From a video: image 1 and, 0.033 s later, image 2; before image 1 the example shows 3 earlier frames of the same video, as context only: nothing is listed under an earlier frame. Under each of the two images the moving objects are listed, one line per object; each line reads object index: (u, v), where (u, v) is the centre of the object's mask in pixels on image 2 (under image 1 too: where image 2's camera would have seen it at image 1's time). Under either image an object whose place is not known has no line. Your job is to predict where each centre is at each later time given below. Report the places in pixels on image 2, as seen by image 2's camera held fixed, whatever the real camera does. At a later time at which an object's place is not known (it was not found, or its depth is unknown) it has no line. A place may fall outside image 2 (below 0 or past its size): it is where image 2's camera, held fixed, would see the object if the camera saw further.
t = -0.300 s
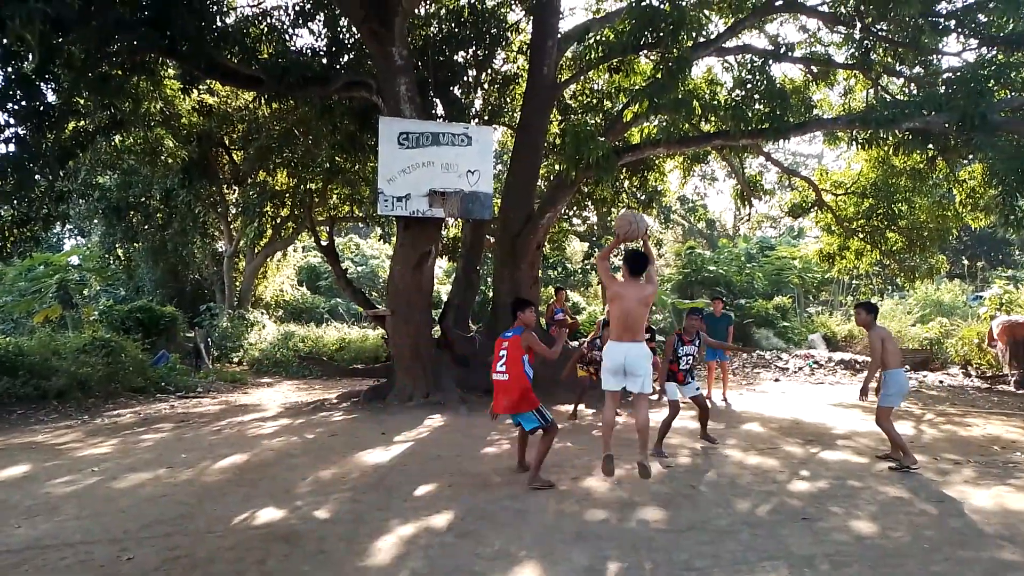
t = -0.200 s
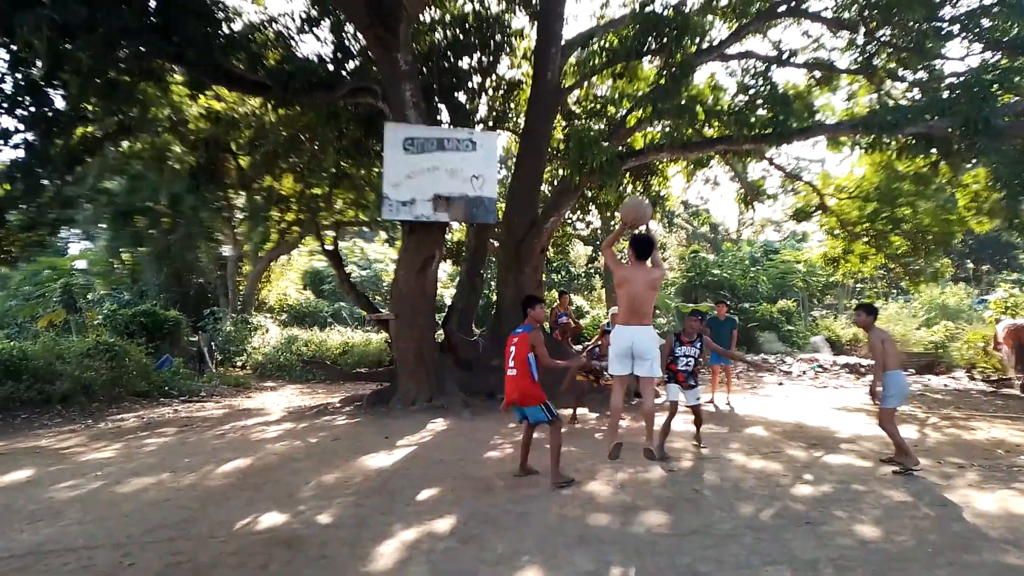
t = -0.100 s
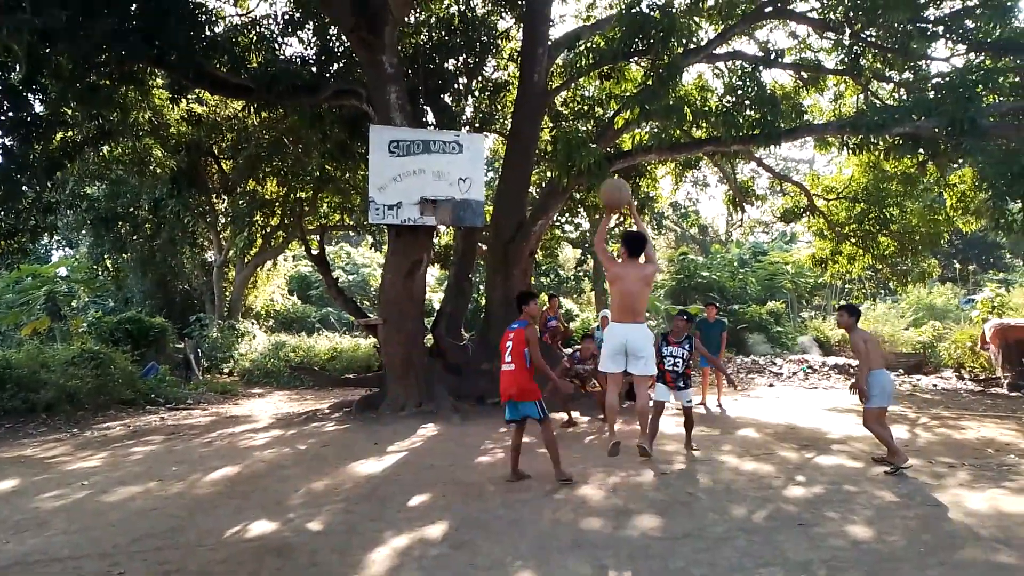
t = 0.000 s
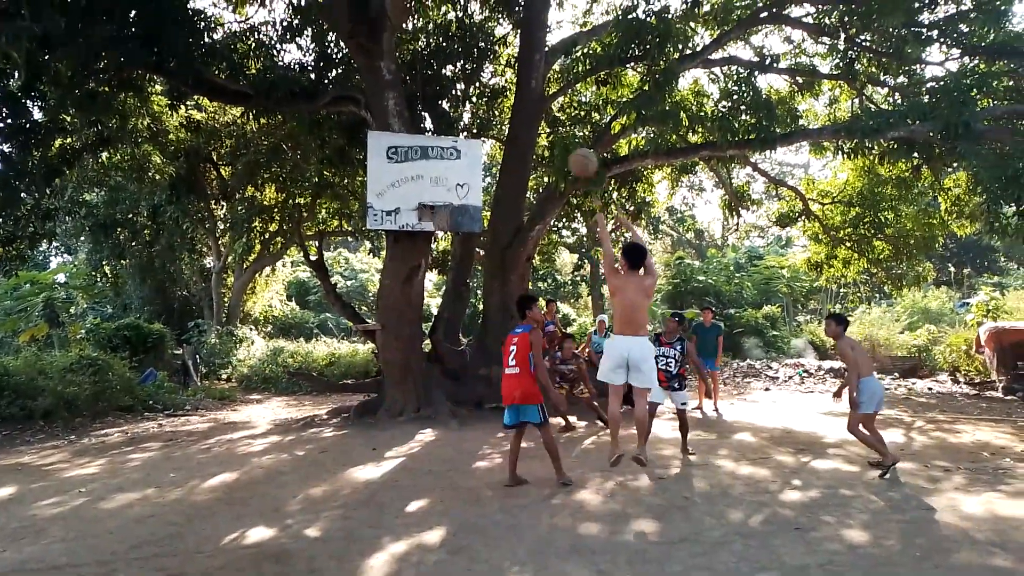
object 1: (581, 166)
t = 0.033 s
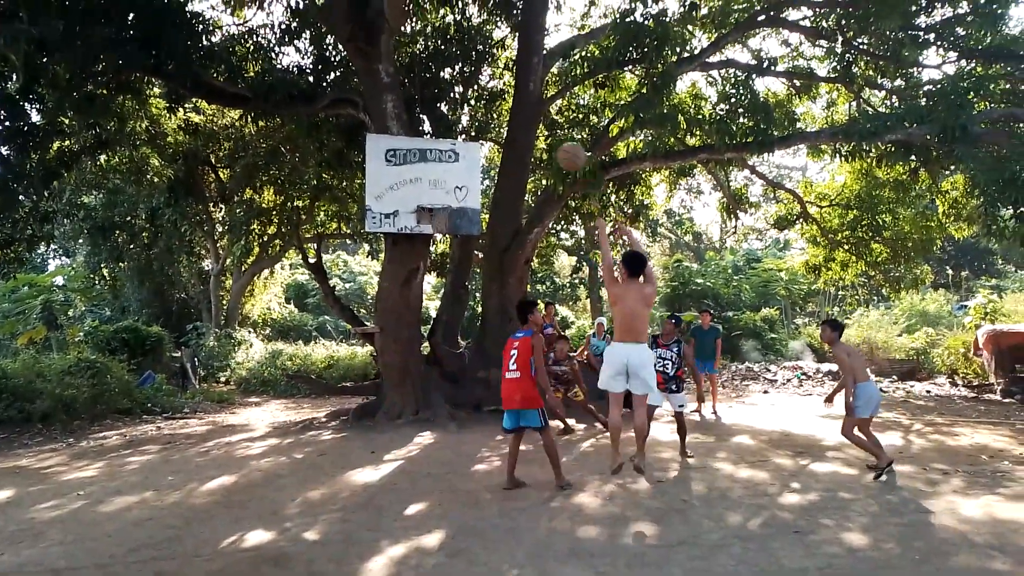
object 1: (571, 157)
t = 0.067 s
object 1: (561, 149)
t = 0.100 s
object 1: (552, 143)
